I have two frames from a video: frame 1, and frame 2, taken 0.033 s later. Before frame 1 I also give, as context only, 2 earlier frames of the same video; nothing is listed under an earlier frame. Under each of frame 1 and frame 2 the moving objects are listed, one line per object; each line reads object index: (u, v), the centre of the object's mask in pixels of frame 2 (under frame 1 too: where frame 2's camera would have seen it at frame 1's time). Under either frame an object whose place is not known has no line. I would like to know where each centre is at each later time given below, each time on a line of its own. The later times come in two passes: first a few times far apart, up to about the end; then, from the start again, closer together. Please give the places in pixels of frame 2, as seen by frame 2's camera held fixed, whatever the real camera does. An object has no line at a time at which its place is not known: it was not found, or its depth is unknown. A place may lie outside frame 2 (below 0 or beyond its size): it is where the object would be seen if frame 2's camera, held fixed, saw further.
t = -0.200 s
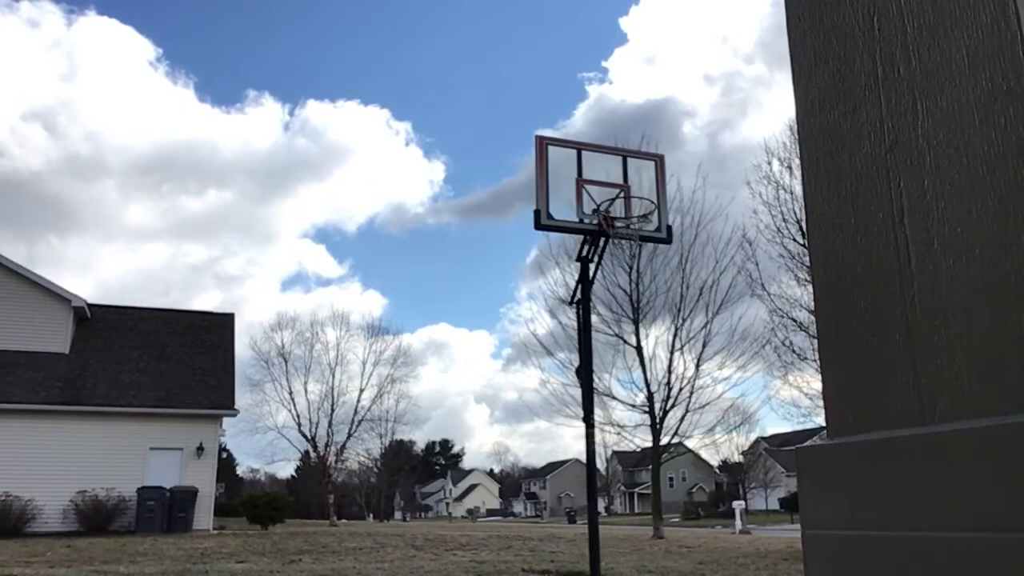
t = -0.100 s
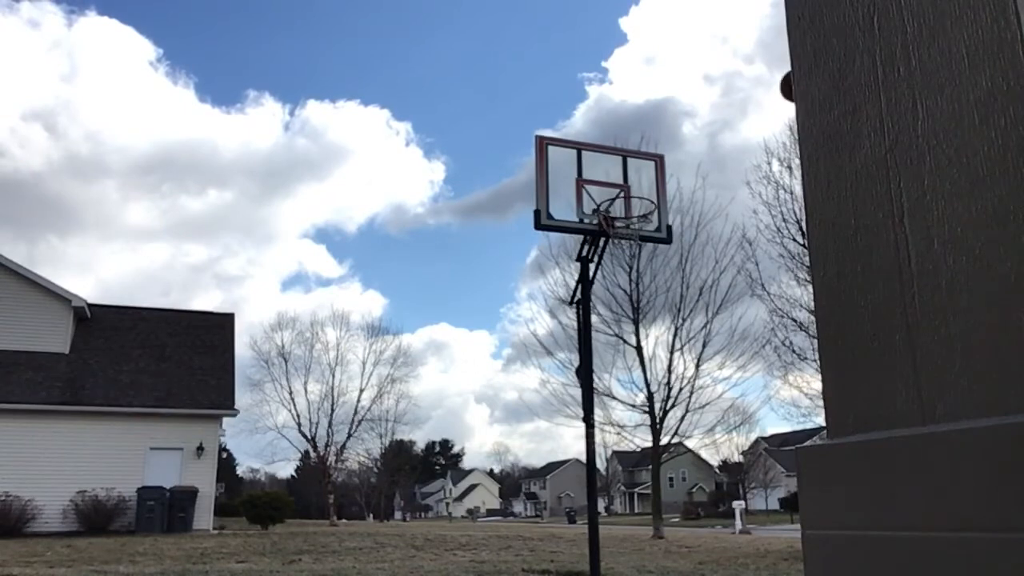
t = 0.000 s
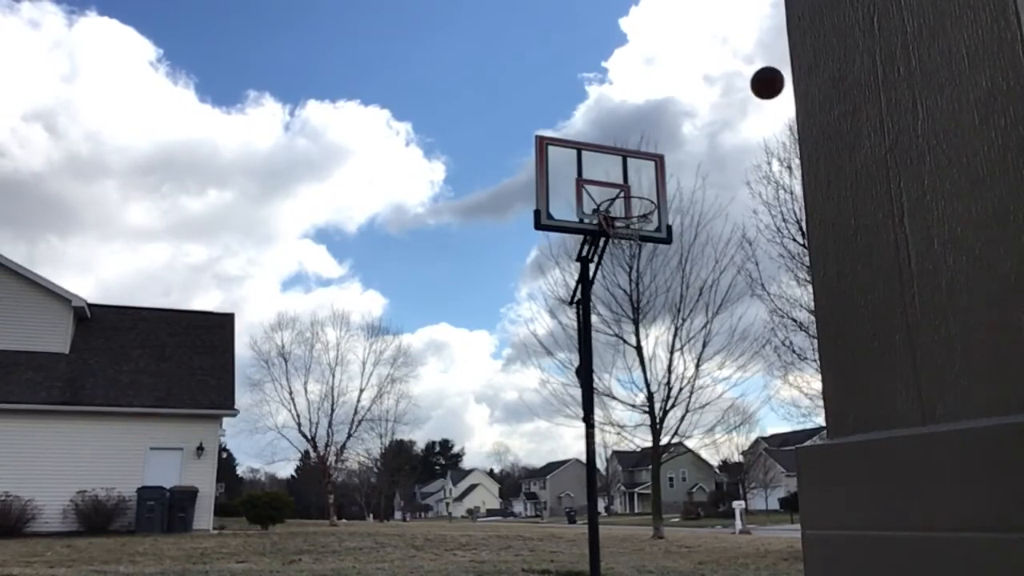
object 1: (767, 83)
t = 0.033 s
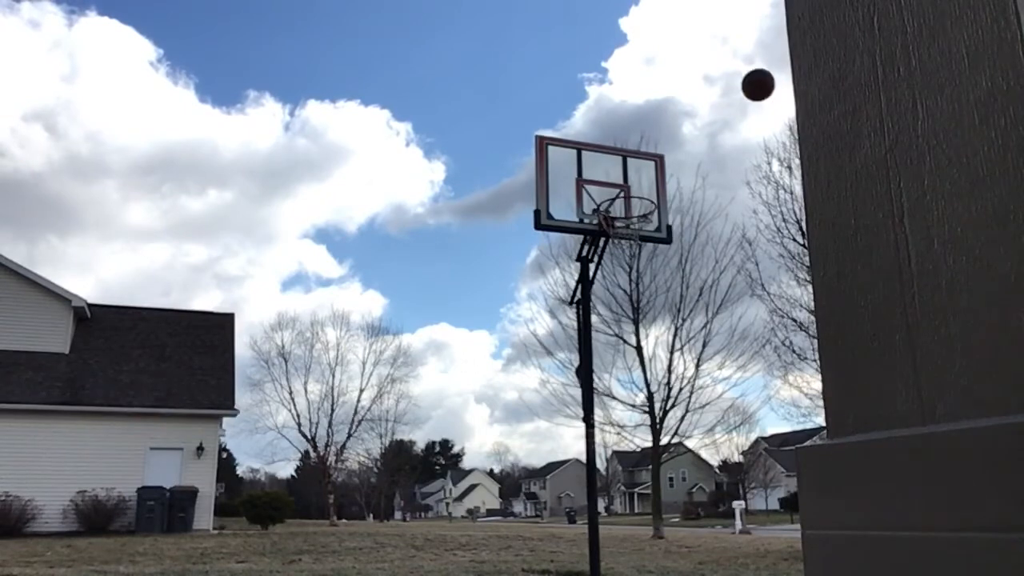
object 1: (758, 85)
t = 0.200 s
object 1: (718, 111)
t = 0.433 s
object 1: (673, 191)
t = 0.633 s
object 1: (678, 251)
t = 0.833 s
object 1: (716, 327)
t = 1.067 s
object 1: (774, 501)
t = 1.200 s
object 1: (794, 537)
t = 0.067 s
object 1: (749, 88)
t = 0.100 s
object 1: (741, 92)
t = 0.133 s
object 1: (733, 97)
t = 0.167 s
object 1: (725, 104)
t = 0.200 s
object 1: (718, 111)
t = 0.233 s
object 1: (711, 120)
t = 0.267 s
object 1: (704, 129)
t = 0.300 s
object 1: (697, 140)
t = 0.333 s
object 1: (691, 151)
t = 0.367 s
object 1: (685, 164)
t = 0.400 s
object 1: (679, 177)
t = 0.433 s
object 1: (673, 191)
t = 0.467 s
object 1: (668, 206)
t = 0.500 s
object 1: (663, 221)
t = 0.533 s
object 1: (662, 233)
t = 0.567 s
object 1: (666, 237)
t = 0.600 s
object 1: (672, 244)
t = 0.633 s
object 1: (678, 251)
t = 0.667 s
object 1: (683, 260)
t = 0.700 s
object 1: (690, 270)
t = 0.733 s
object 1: (696, 282)
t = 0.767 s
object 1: (702, 296)
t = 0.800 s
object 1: (709, 310)
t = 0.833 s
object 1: (716, 327)
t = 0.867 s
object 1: (723, 346)
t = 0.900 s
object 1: (731, 366)
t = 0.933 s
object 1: (739, 389)
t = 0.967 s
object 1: (747, 414)
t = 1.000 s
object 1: (754, 440)
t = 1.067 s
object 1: (774, 501)
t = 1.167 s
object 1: (792, 562)
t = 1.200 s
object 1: (794, 537)
